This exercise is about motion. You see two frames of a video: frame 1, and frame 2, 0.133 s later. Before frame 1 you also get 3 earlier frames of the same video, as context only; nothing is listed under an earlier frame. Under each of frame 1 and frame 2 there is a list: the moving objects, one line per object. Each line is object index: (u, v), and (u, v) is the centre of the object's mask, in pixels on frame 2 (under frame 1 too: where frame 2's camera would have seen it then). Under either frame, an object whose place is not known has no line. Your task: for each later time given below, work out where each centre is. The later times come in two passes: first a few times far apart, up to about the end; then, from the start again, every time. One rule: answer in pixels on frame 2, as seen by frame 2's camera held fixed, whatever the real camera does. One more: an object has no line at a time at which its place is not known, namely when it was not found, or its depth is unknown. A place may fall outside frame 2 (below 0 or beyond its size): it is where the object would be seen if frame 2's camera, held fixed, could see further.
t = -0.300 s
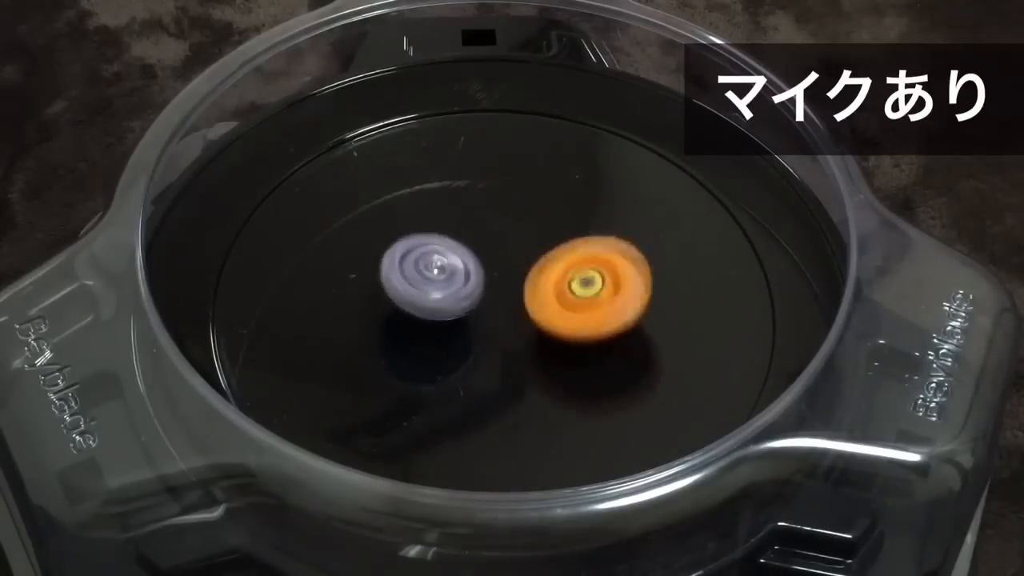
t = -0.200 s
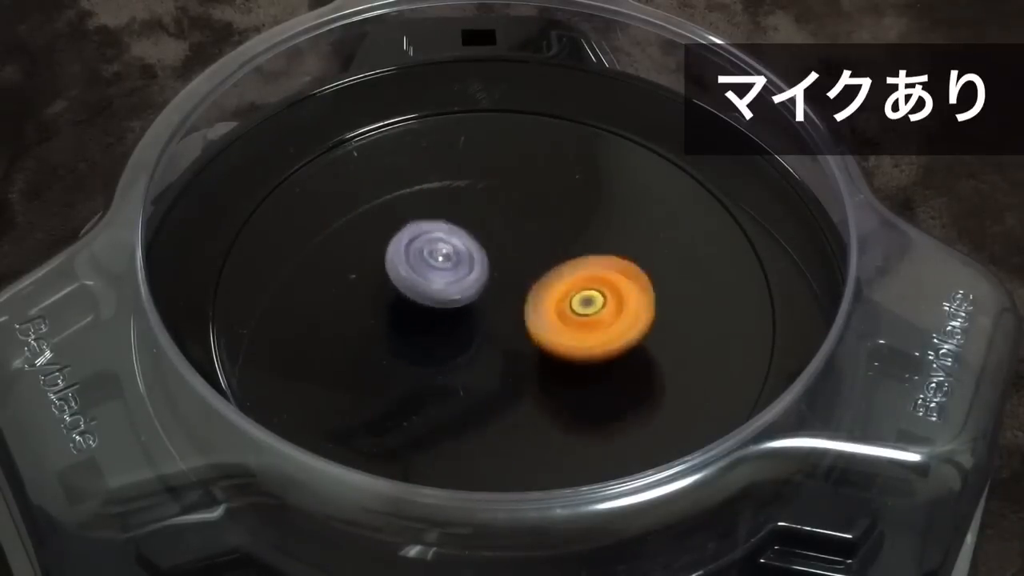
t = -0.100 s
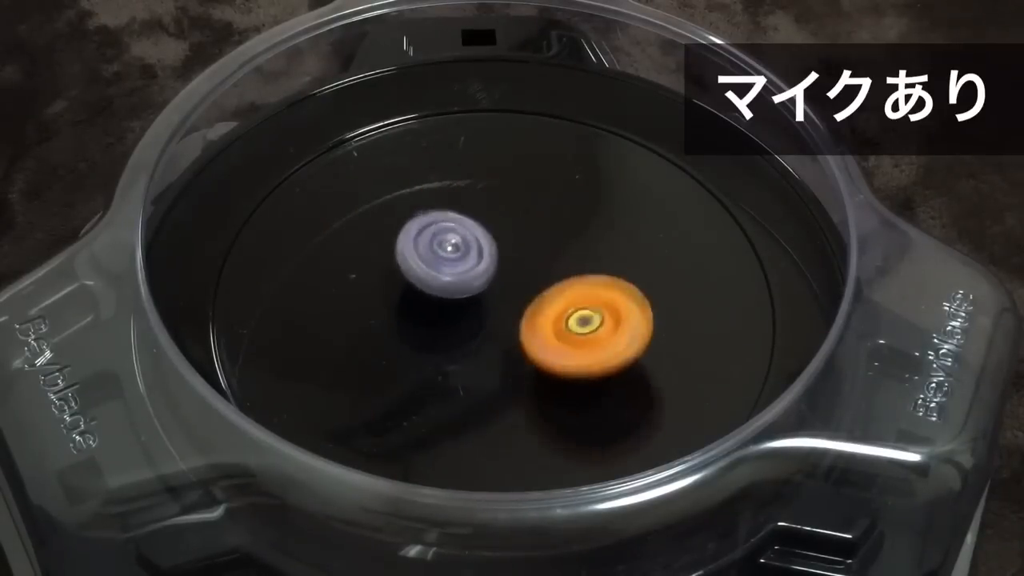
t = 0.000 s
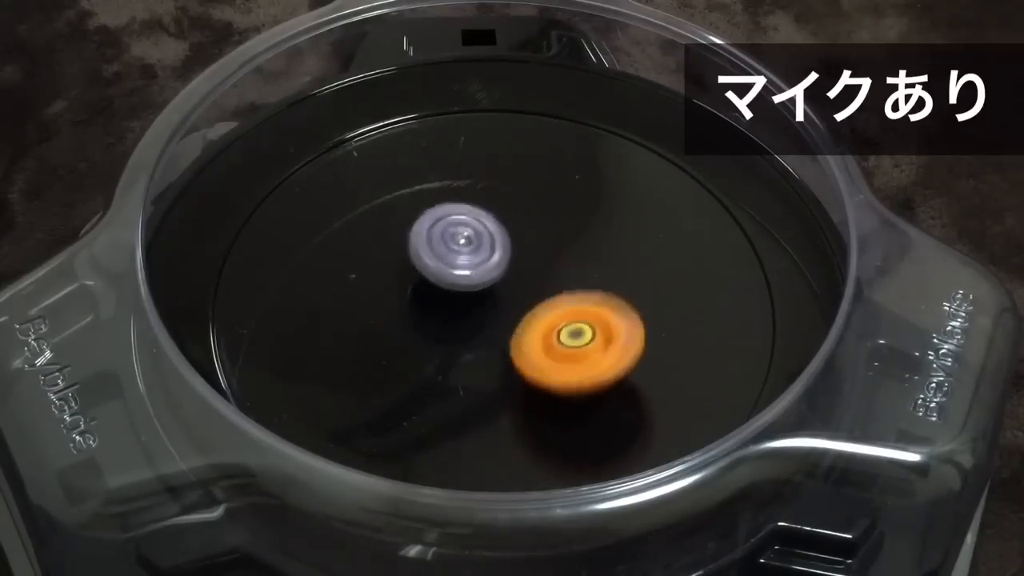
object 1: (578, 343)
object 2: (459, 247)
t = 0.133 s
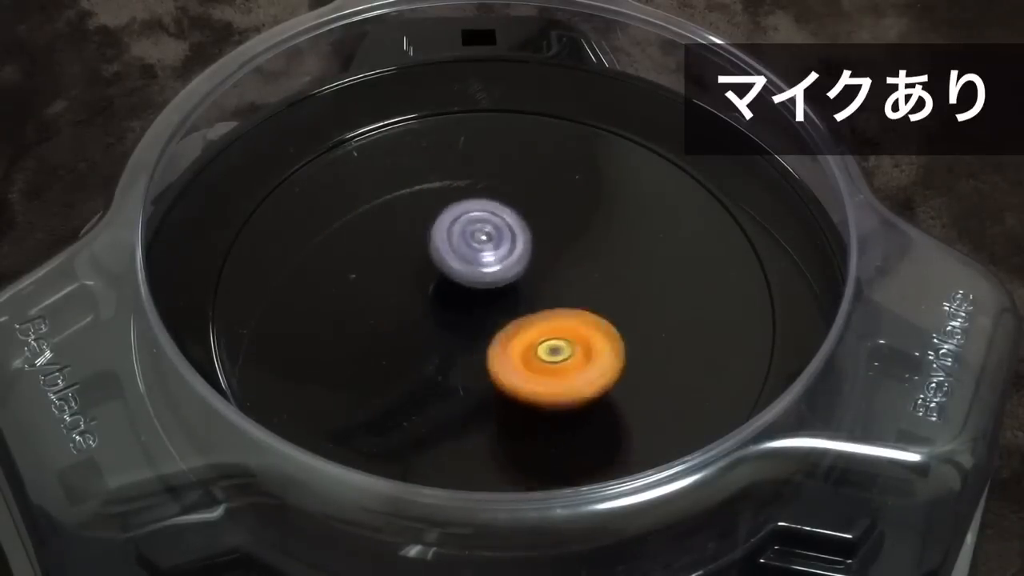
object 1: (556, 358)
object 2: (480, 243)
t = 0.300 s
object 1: (520, 366)
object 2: (508, 248)
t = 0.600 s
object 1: (450, 341)
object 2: (546, 277)
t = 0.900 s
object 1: (411, 285)
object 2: (558, 312)
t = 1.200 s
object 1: (421, 235)
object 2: (519, 334)
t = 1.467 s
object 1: (462, 218)
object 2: (472, 327)
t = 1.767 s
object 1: (523, 233)
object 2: (438, 298)
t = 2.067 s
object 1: (573, 274)
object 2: (446, 262)
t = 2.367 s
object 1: (579, 321)
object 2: (486, 247)
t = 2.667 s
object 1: (533, 360)
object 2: (524, 248)
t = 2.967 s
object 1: (469, 358)
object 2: (543, 284)
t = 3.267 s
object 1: (203, 305)
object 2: (711, 245)
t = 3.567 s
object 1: (258, 242)
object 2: (641, 274)
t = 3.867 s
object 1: (451, 185)
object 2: (497, 286)
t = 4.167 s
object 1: (626, 172)
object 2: (393, 250)
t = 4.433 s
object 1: (712, 227)
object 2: (397, 218)
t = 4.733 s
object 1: (655, 360)
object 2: (465, 231)
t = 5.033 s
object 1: (467, 428)
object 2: (517, 299)
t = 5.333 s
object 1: (306, 349)
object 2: (501, 361)
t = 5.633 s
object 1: (323, 224)
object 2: (450, 355)
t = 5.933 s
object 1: (464, 162)
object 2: (450, 295)
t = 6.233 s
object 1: (618, 186)
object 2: (515, 255)
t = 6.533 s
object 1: (686, 279)
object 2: (568, 272)
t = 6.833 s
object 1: (598, 389)
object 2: (546, 312)
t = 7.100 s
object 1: (443, 440)
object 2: (471, 295)
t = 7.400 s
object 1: (331, 337)
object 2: (438, 254)
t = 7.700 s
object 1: (308, 175)
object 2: (558, 261)
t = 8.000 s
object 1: (432, 186)
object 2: (612, 295)
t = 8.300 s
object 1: (592, 229)
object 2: (528, 336)
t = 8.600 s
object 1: (558, 247)
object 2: (416, 290)
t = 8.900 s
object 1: (538, 281)
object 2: (356, 233)
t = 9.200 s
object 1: (566, 304)
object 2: (407, 258)
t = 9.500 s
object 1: (548, 300)
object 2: (418, 284)
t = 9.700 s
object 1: (538, 278)
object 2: (423, 300)
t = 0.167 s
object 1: (550, 361)
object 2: (485, 244)
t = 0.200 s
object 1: (543, 363)
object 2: (491, 244)
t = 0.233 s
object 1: (536, 365)
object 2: (496, 245)
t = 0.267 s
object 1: (529, 366)
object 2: (503, 246)
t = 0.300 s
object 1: (520, 366)
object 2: (508, 248)
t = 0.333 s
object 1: (513, 366)
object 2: (512, 249)
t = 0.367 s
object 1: (505, 365)
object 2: (517, 251)
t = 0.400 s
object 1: (496, 364)
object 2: (523, 254)
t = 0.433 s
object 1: (489, 361)
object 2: (527, 257)
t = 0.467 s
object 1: (480, 359)
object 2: (531, 261)
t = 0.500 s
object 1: (473, 355)
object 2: (535, 264)
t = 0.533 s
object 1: (465, 351)
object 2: (539, 268)
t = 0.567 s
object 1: (457, 347)
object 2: (544, 272)
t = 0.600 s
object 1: (450, 341)
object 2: (546, 277)
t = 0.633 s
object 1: (443, 336)
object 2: (549, 280)
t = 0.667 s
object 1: (438, 330)
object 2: (552, 284)
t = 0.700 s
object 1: (432, 324)
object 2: (554, 288)
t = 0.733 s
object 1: (427, 318)
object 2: (557, 292)
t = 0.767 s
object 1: (422, 312)
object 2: (558, 296)
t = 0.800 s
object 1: (419, 305)
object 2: (559, 300)
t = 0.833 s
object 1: (416, 298)
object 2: (559, 304)
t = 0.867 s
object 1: (413, 292)
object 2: (559, 307)
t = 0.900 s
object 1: (411, 285)
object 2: (558, 312)
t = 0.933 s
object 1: (410, 280)
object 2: (556, 315)
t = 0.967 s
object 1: (409, 274)
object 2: (553, 319)
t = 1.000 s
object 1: (409, 268)
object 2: (549, 321)
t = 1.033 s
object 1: (410, 261)
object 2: (545, 324)
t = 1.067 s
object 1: (411, 255)
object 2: (540, 327)
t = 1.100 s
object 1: (413, 250)
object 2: (535, 329)
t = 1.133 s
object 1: (415, 244)
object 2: (530, 331)
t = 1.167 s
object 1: (418, 239)
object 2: (524, 333)
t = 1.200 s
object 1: (421, 235)
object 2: (519, 334)
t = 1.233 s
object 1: (424, 231)
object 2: (514, 335)
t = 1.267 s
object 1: (429, 227)
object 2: (508, 336)
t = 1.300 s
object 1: (433, 225)
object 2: (501, 336)
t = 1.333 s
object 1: (439, 222)
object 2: (496, 336)
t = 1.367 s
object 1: (444, 221)
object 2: (490, 334)
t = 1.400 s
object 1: (450, 219)
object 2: (484, 332)
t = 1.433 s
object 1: (455, 218)
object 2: (479, 330)
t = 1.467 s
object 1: (462, 218)
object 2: (472, 327)
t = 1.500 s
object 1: (468, 218)
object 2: (467, 325)
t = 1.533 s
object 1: (475, 219)
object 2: (462, 322)
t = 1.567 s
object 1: (481, 220)
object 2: (457, 318)
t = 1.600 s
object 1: (487, 221)
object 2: (453, 315)
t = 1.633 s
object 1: (494, 223)
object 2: (449, 311)
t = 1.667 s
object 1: (501, 225)
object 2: (445, 307)
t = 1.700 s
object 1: (509, 228)
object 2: (443, 304)
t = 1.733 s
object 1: (516, 230)
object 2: (440, 302)
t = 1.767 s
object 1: (523, 233)
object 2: (438, 298)
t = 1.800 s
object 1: (529, 236)
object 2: (437, 295)
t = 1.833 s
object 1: (536, 240)
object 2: (436, 291)
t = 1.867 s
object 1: (543, 244)
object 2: (436, 286)
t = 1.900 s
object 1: (549, 249)
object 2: (436, 282)
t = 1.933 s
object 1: (555, 254)
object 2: (437, 277)
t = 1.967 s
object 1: (560, 259)
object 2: (439, 273)
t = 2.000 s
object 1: (564, 264)
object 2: (441, 269)
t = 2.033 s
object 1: (569, 269)
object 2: (443, 266)
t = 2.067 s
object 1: (573, 274)
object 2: (446, 262)
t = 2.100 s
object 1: (577, 279)
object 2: (449, 259)
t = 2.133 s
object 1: (579, 285)
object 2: (452, 257)
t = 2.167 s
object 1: (581, 290)
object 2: (457, 254)
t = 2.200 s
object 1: (583, 296)
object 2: (461, 252)
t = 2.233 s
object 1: (584, 301)
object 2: (466, 250)
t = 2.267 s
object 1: (584, 306)
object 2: (470, 249)
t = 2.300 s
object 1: (583, 311)
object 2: (475, 248)
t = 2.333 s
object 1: (582, 316)
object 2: (480, 247)
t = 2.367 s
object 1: (579, 321)
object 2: (486, 247)
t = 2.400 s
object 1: (576, 326)
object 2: (491, 247)
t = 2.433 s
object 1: (572, 330)
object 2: (497, 248)
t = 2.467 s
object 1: (568, 333)
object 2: (502, 250)
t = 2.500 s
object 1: (563, 337)
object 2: (507, 252)
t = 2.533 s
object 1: (557, 340)
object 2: (511, 254)
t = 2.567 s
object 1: (551, 343)
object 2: (515, 256)
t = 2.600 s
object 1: (546, 348)
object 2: (519, 256)
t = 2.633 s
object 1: (539, 356)
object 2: (522, 250)
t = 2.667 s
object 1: (533, 360)
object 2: (524, 248)
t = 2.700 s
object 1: (526, 363)
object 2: (526, 249)
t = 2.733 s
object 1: (519, 365)
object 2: (529, 253)
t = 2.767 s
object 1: (512, 366)
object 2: (532, 256)
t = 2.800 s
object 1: (505, 367)
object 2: (534, 261)
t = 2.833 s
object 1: (497, 366)
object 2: (536, 265)
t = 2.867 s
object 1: (490, 365)
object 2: (538, 270)
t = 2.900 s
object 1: (483, 364)
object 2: (540, 275)
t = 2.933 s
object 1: (476, 362)
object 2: (542, 279)
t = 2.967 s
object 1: (469, 358)
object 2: (543, 284)
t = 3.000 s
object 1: (461, 355)
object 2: (545, 289)
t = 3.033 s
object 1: (404, 359)
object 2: (589, 281)
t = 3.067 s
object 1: (338, 356)
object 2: (635, 271)
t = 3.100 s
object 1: (276, 351)
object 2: (668, 261)
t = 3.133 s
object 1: (241, 346)
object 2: (691, 253)
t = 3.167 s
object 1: (224, 332)
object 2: (704, 248)
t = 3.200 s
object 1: (214, 324)
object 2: (709, 245)
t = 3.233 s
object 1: (207, 313)
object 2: (711, 245)
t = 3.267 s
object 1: (203, 305)
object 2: (711, 245)
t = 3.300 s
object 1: (205, 296)
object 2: (709, 246)
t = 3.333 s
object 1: (205, 288)
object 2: (704, 248)
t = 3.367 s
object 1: (206, 279)
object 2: (698, 250)
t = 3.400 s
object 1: (208, 271)
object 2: (691, 254)
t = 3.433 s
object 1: (214, 264)
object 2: (682, 258)
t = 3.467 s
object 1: (221, 255)
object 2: (674, 262)
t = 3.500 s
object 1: (230, 247)
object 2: (664, 266)
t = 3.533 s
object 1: (241, 241)
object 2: (653, 270)
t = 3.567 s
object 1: (258, 242)
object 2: (641, 274)
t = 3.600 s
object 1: (278, 238)
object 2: (627, 279)
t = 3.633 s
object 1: (297, 234)
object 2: (613, 282)
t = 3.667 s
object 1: (319, 230)
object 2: (598, 285)
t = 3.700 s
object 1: (341, 224)
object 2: (581, 287)
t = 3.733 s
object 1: (363, 216)
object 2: (565, 288)
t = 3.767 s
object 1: (386, 209)
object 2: (549, 289)
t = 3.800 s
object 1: (407, 199)
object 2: (531, 288)
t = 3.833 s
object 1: (429, 192)
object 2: (514, 287)
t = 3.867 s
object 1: (451, 185)
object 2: (497, 286)
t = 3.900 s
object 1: (472, 178)
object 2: (481, 284)
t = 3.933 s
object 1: (493, 174)
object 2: (465, 281)
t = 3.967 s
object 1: (513, 170)
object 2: (450, 279)
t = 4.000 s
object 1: (533, 168)
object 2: (437, 275)
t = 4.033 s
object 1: (553, 166)
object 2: (425, 271)
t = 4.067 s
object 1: (572, 166)
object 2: (415, 266)
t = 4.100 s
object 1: (591, 168)
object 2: (406, 261)
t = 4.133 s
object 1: (610, 169)
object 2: (399, 255)
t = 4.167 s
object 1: (626, 172)
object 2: (393, 250)
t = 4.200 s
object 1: (643, 175)
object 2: (388, 244)
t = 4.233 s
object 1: (658, 179)
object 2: (385, 239)
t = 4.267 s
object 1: (672, 185)
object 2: (384, 234)
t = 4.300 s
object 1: (682, 191)
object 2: (384, 230)
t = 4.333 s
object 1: (694, 199)
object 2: (386, 226)
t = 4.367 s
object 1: (701, 208)
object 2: (389, 223)
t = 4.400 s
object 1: (708, 217)
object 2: (393, 221)
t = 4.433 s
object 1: (712, 227)
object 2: (397, 218)
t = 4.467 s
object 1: (713, 239)
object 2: (404, 216)
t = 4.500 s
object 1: (713, 251)
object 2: (410, 214)
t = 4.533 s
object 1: (710, 266)
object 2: (416, 214)
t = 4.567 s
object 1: (706, 281)
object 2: (423, 214)
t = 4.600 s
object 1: (700, 297)
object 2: (431, 216)
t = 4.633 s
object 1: (692, 312)
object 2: (439, 219)
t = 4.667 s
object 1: (681, 329)
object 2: (448, 223)
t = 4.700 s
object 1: (669, 345)
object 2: (456, 227)
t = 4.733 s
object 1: (655, 360)
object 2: (465, 231)
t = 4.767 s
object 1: (638, 374)
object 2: (472, 236)
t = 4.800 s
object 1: (620, 386)
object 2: (480, 243)
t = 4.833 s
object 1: (602, 397)
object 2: (487, 250)
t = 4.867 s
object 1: (581, 407)
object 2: (493, 258)
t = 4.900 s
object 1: (559, 415)
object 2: (500, 266)
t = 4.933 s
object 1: (536, 422)
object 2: (506, 274)
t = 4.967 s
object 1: (514, 426)
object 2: (511, 282)
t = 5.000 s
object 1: (489, 428)
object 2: (514, 290)
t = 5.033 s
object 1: (467, 428)
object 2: (517, 299)
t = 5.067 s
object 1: (443, 426)
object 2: (518, 308)
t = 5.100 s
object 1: (421, 422)
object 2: (519, 316)
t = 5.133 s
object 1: (399, 416)
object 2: (520, 324)
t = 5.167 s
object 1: (379, 409)
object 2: (519, 331)
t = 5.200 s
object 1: (360, 399)
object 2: (518, 338)
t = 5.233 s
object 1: (344, 389)
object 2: (515, 345)
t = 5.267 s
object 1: (328, 376)
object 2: (511, 351)
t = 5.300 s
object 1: (317, 363)
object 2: (506, 356)
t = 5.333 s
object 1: (306, 349)
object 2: (501, 361)
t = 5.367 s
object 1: (299, 335)
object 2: (496, 364)
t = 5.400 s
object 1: (294, 320)
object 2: (490, 366)
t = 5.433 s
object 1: (292, 306)
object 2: (484, 368)
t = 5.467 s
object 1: (292, 290)
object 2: (477, 368)
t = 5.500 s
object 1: (295, 277)
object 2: (471, 368)
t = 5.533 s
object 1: (298, 262)
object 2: (465, 366)
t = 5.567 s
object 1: (306, 249)
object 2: (459, 363)
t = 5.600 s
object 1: (312, 236)
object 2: (454, 360)
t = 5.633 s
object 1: (323, 224)
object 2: (450, 355)
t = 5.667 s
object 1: (333, 213)
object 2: (446, 350)
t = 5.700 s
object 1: (347, 203)
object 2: (444, 344)
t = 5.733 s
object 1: (361, 195)
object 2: (441, 337)
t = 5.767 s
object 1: (376, 186)
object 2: (440, 330)
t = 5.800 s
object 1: (393, 179)
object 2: (440, 324)
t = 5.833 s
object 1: (409, 172)
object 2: (442, 316)
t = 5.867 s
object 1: (428, 169)
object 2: (444, 309)
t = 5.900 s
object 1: (445, 164)
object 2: (446, 302)
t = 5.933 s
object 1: (464, 162)
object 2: (450, 295)
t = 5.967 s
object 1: (481, 160)
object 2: (454, 288)
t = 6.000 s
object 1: (500, 159)
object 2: (460, 282)
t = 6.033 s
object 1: (517, 160)
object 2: (467, 277)
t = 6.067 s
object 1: (535, 161)
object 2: (474, 272)
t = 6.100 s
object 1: (553, 164)
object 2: (482, 267)
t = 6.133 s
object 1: (571, 168)
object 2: (490, 263)
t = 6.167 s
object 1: (587, 173)
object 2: (498, 260)
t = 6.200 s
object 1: (604, 179)
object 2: (506, 257)
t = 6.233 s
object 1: (618, 186)
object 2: (515, 255)
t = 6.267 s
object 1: (632, 192)
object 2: (524, 254)
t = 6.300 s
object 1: (643, 201)
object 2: (531, 253)
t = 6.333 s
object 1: (655, 209)
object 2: (538, 254)
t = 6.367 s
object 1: (664, 219)
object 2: (545, 256)
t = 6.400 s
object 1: (671, 230)
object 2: (551, 258)
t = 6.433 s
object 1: (678, 242)
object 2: (557, 261)
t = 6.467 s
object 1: (683, 254)
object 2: (562, 264)
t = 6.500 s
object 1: (686, 267)
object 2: (565, 267)
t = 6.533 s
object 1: (686, 279)
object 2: (568, 272)
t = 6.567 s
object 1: (686, 293)
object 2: (570, 277)
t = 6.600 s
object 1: (681, 306)
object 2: (572, 281)
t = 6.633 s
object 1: (677, 319)
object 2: (572, 286)
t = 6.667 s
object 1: (667, 333)
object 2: (569, 291)
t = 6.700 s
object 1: (658, 347)
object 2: (567, 296)
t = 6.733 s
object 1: (646, 358)
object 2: (563, 301)
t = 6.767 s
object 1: (631, 370)
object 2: (559, 305)
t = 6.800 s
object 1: (615, 381)
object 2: (554, 309)
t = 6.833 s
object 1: (598, 389)
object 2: (546, 312)
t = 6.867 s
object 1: (578, 407)
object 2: (535, 308)
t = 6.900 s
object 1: (557, 418)
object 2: (525, 305)
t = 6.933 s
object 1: (540, 429)
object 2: (515, 303)
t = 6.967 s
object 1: (521, 436)
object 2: (506, 302)
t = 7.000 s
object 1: (501, 441)
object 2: (497, 301)
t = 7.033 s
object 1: (482, 443)
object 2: (487, 300)
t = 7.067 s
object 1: (464, 442)
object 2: (479, 298)
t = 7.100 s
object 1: (443, 440)
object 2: (471, 295)
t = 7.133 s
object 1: (425, 436)
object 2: (464, 291)
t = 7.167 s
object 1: (407, 430)
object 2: (457, 287)
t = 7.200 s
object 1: (390, 421)
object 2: (451, 282)
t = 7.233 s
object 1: (374, 410)
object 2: (447, 277)
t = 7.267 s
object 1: (361, 398)
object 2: (443, 273)
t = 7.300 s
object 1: (351, 384)
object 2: (441, 268)
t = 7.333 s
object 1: (340, 368)
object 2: (438, 262)
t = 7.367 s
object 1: (334, 353)
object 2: (437, 258)
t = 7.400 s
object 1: (331, 337)
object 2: (438, 254)
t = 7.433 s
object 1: (329, 319)
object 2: (439, 250)
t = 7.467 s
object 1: (330, 303)
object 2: (441, 246)
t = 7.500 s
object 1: (333, 287)
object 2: (443, 243)
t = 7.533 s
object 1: (339, 274)
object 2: (446, 241)
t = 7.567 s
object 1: (344, 259)
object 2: (451, 240)
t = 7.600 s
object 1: (348, 243)
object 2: (461, 239)
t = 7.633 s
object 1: (324, 217)
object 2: (495, 248)
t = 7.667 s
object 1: (308, 194)
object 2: (530, 256)
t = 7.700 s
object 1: (308, 175)
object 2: (558, 261)
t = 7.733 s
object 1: (311, 163)
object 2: (579, 267)
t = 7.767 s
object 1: (318, 157)
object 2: (595, 272)
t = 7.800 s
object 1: (329, 158)
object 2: (603, 274)
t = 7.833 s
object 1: (340, 158)
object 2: (609, 278)
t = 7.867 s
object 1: (353, 162)
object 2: (613, 280)
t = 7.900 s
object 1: (367, 166)
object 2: (614, 283)
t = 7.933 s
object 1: (386, 170)
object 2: (617, 287)
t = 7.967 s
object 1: (406, 177)
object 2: (615, 290)
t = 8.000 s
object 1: (432, 186)
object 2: (612, 295)
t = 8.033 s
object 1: (457, 192)
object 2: (610, 299)
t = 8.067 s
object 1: (484, 203)
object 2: (604, 302)
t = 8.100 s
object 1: (508, 211)
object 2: (597, 306)
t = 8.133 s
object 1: (535, 218)
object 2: (590, 309)
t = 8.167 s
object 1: (555, 225)
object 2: (579, 313)
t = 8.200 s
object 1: (568, 225)
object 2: (569, 323)
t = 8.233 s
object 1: (582, 228)
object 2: (556, 329)
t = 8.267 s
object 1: (587, 228)
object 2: (541, 333)
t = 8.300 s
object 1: (592, 229)
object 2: (528, 336)
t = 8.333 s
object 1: (594, 233)
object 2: (512, 336)
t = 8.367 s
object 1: (591, 235)
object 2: (497, 335)
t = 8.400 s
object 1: (583, 236)
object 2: (483, 332)
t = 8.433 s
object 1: (580, 232)
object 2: (469, 327)
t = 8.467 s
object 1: (582, 233)
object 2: (457, 323)
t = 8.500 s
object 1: (581, 235)
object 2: (444, 316)
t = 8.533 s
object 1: (578, 241)
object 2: (433, 307)
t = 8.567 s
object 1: (569, 244)
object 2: (423, 299)
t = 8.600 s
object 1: (558, 247)
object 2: (416, 290)
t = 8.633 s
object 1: (549, 251)
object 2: (412, 281)
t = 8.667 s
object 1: (536, 254)
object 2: (409, 273)
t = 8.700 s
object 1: (524, 258)
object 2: (410, 266)
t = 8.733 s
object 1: (535, 262)
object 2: (390, 257)
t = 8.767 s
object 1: (543, 270)
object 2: (372, 251)
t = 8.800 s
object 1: (543, 277)
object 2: (362, 240)
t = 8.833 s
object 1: (540, 281)
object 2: (353, 235)
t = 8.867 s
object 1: (538, 281)
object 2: (354, 232)
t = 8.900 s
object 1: (538, 281)
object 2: (356, 233)
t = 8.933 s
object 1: (535, 283)
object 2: (362, 235)
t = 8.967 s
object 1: (539, 282)
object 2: (369, 239)
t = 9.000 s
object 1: (536, 283)
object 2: (379, 242)
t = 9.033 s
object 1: (532, 284)
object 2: (389, 249)
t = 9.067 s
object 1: (527, 284)
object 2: (404, 256)
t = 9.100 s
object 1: (527, 284)
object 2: (413, 263)
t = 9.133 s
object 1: (546, 290)
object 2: (409, 258)
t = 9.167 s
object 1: (561, 297)
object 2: (407, 257)
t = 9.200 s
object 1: (566, 304)
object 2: (407, 258)
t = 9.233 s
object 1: (567, 310)
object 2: (409, 261)
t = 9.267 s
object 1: (565, 312)
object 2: (408, 264)
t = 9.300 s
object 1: (561, 313)
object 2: (409, 268)
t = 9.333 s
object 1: (558, 312)
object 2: (408, 270)
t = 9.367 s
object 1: (556, 308)
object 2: (410, 273)
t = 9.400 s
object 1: (557, 306)
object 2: (411, 276)
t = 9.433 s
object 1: (555, 304)
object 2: (414, 279)
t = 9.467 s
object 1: (552, 303)
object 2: (416, 282)
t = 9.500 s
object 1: (548, 300)
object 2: (418, 284)
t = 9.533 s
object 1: (546, 296)
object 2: (419, 288)
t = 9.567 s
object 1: (544, 292)
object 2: (419, 290)
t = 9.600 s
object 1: (544, 288)
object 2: (421, 293)
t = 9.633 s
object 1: (542, 284)
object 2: (421, 295)
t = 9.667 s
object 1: (539, 280)
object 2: (423, 297)
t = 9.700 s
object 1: (538, 278)
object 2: (423, 300)
